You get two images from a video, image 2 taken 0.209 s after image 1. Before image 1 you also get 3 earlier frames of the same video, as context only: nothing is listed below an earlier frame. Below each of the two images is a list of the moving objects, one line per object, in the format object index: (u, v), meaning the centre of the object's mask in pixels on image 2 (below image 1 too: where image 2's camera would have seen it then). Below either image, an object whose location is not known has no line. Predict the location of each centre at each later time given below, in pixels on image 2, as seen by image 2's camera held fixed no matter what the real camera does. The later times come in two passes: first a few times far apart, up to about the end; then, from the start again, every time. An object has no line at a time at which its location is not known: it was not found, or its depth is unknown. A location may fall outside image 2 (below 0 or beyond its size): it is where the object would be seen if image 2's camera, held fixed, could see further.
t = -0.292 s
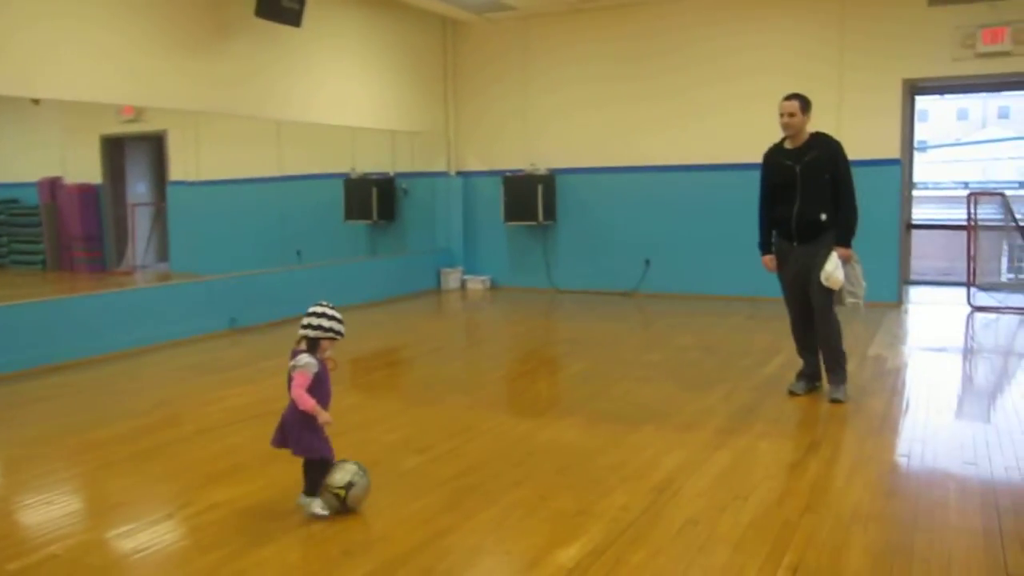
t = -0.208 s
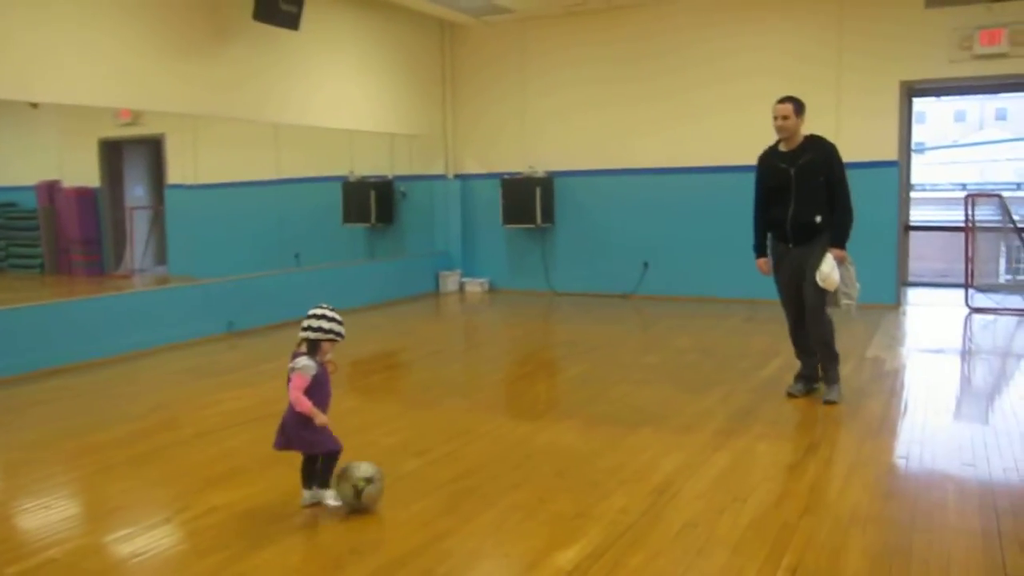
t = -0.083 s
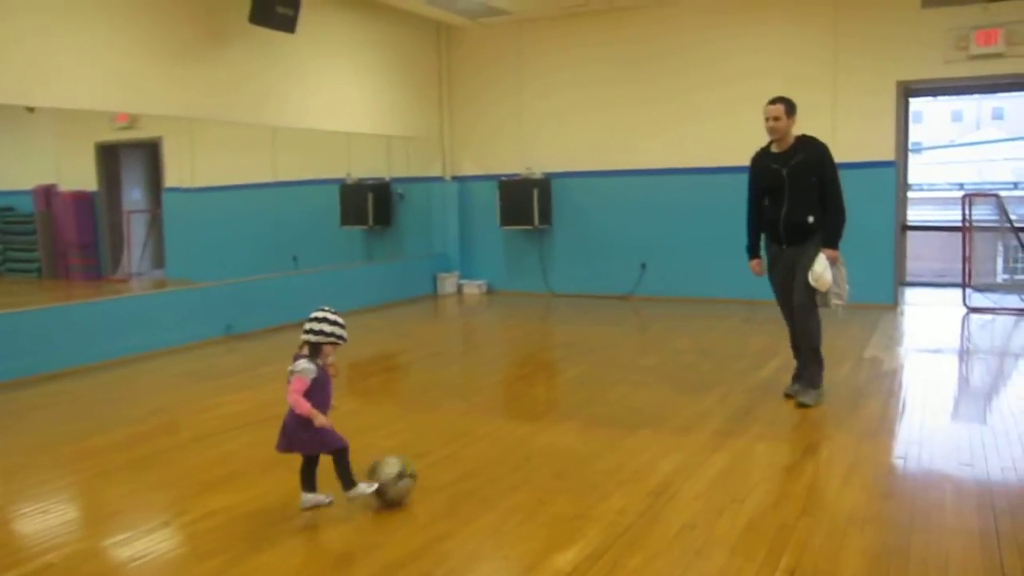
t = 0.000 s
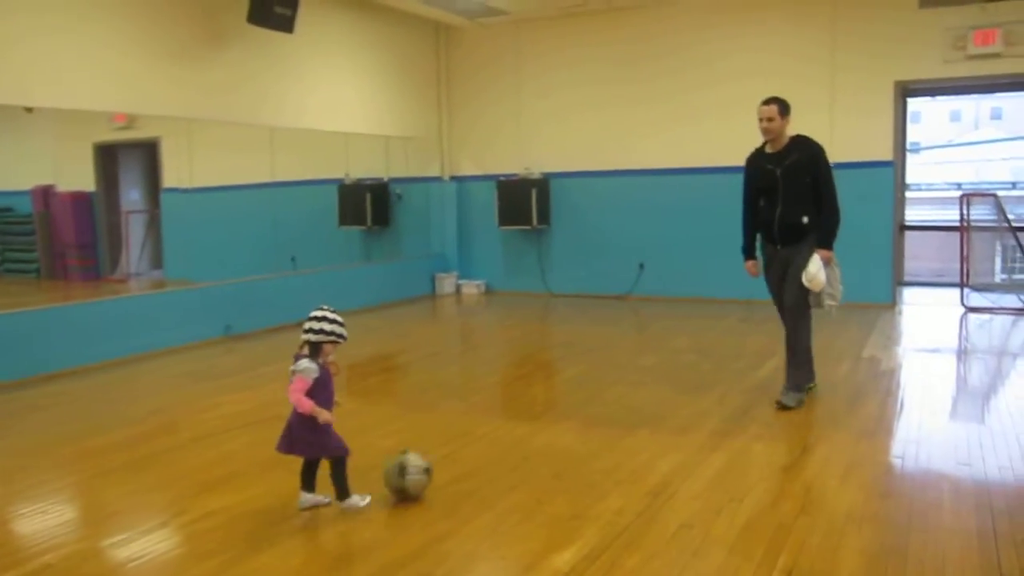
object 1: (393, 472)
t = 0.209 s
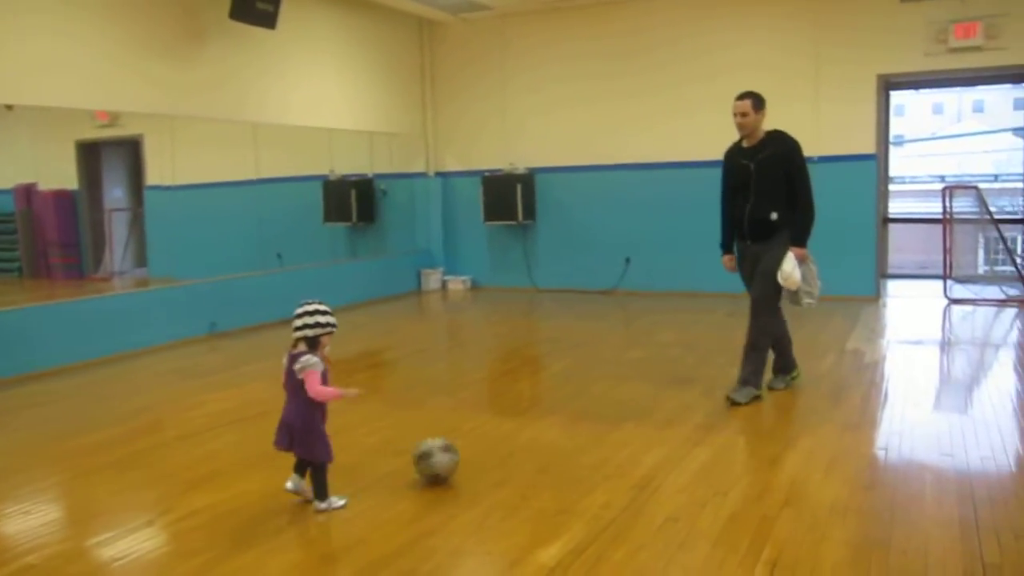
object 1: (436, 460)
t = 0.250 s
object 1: (444, 457)
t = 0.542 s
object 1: (495, 443)
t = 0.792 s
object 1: (532, 430)
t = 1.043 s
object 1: (566, 419)
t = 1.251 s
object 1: (592, 411)
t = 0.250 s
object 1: (444, 457)
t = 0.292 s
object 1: (451, 456)
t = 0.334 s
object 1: (459, 454)
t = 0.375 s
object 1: (467, 452)
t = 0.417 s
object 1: (475, 450)
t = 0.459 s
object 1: (482, 448)
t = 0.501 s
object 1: (488, 445)
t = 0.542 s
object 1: (495, 443)
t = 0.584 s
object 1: (502, 441)
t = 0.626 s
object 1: (508, 439)
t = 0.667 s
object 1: (515, 437)
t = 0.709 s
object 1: (521, 434)
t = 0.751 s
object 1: (527, 433)
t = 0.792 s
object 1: (532, 430)
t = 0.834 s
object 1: (538, 428)
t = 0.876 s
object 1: (544, 426)
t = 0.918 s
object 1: (550, 425)
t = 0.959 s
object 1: (556, 423)
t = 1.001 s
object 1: (562, 421)
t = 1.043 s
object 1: (566, 419)
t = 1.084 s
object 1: (571, 418)
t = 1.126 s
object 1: (577, 416)
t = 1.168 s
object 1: (583, 414)
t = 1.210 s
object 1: (588, 413)
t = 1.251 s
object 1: (592, 411)
